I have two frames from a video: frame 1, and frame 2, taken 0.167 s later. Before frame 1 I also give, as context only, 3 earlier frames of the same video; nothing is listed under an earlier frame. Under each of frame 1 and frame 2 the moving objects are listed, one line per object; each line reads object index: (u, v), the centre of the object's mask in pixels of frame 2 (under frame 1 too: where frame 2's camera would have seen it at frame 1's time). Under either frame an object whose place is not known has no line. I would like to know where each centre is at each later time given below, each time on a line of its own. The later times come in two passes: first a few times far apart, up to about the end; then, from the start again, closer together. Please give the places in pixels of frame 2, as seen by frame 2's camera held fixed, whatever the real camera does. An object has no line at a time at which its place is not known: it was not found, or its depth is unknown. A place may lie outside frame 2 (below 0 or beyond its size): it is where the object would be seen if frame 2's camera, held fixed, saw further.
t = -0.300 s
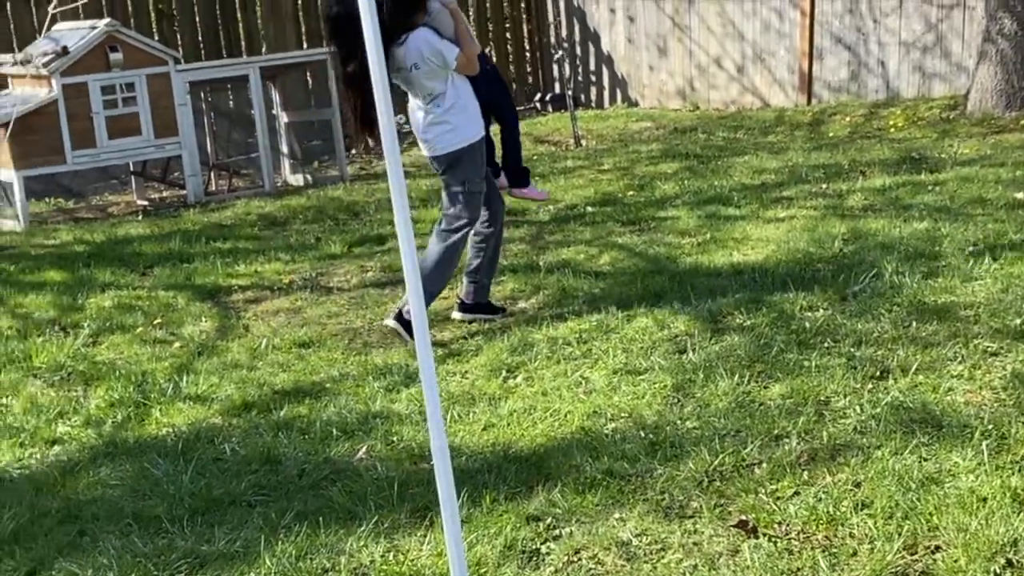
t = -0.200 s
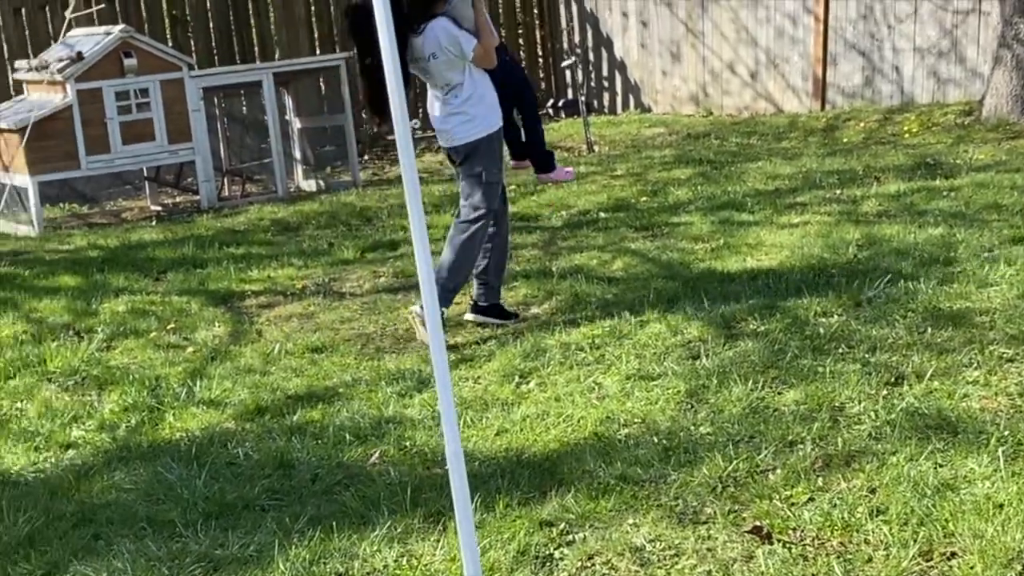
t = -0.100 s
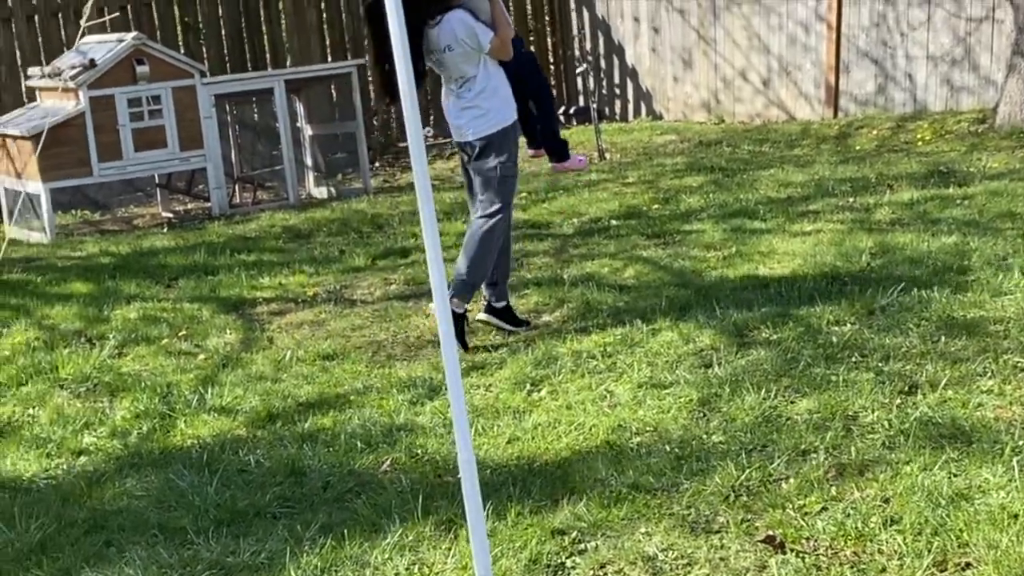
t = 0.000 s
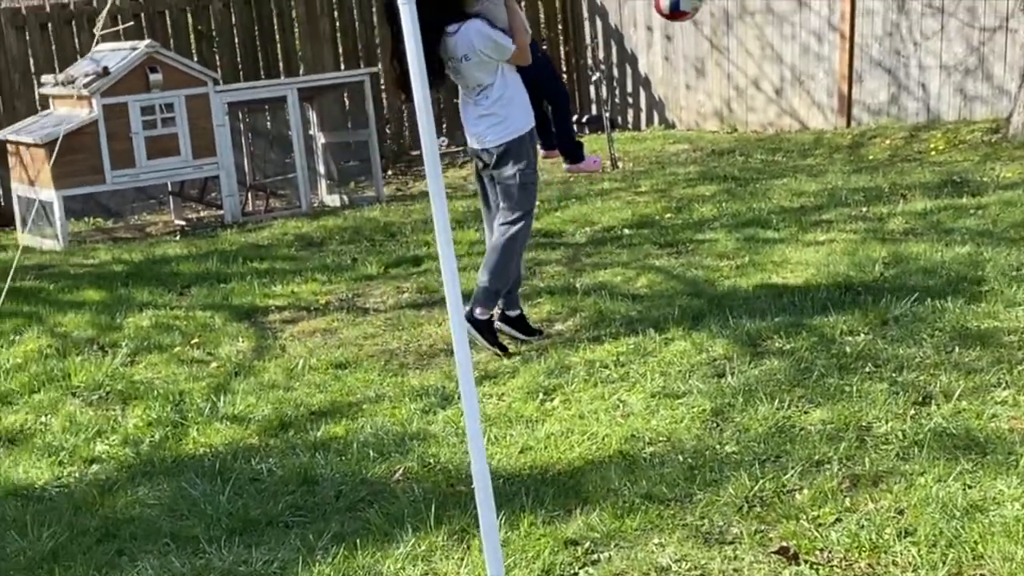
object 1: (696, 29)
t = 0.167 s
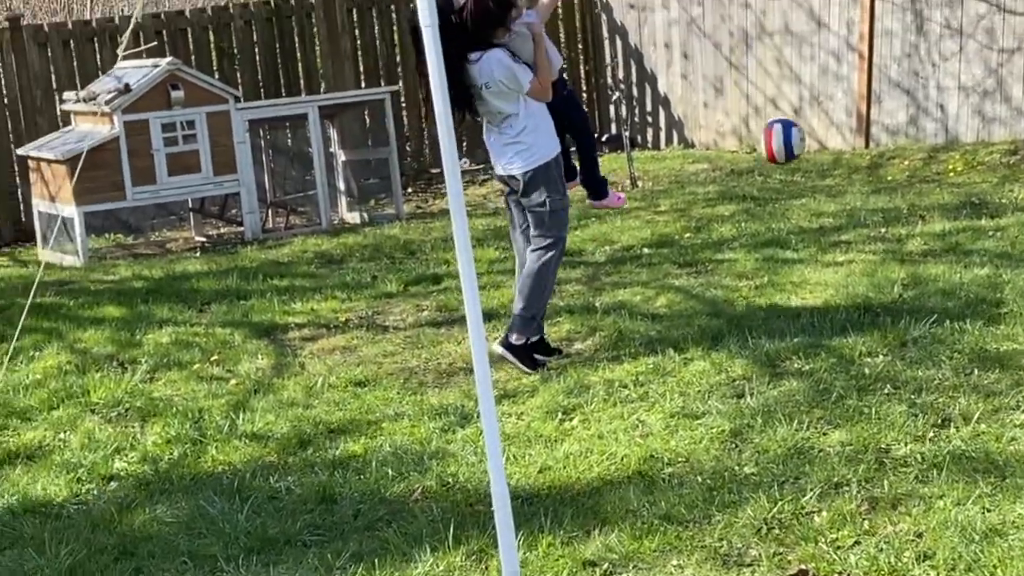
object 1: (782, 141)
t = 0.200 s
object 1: (797, 170)
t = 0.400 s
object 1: (838, 163)
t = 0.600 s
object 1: (856, 106)
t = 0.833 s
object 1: (877, 137)
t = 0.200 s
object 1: (797, 170)
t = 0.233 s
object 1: (812, 202)
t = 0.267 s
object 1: (827, 234)
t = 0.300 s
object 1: (832, 224)
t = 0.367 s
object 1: (835, 181)
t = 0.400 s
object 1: (838, 163)
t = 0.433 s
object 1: (841, 148)
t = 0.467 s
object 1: (844, 135)
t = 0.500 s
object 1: (848, 124)
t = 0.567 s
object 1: (853, 110)
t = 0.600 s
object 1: (856, 106)
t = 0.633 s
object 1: (858, 104)
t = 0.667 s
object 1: (861, 105)
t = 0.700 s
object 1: (865, 107)
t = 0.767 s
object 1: (870, 119)
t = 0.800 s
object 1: (874, 127)
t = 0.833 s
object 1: (877, 137)
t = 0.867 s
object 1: (880, 149)
